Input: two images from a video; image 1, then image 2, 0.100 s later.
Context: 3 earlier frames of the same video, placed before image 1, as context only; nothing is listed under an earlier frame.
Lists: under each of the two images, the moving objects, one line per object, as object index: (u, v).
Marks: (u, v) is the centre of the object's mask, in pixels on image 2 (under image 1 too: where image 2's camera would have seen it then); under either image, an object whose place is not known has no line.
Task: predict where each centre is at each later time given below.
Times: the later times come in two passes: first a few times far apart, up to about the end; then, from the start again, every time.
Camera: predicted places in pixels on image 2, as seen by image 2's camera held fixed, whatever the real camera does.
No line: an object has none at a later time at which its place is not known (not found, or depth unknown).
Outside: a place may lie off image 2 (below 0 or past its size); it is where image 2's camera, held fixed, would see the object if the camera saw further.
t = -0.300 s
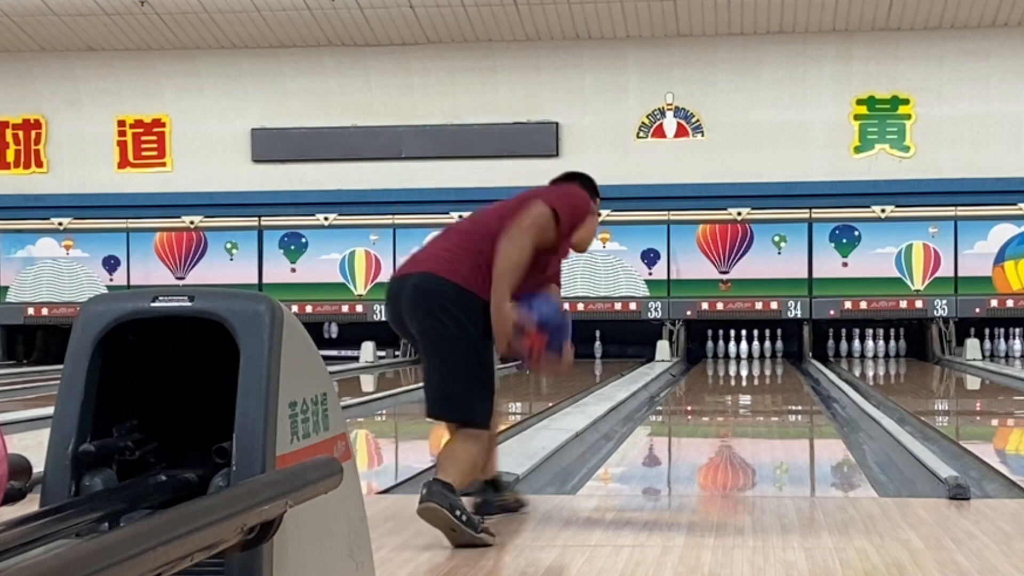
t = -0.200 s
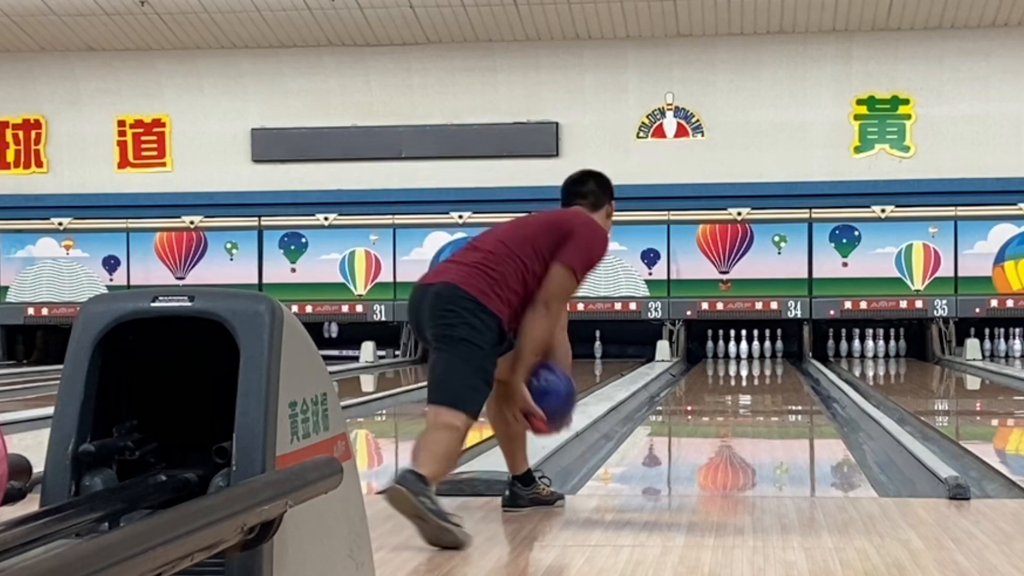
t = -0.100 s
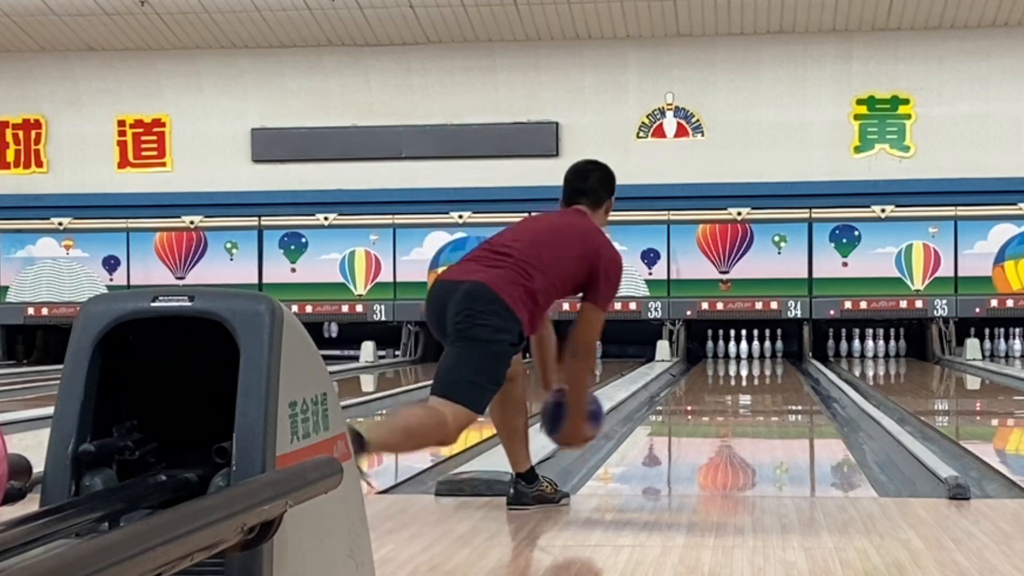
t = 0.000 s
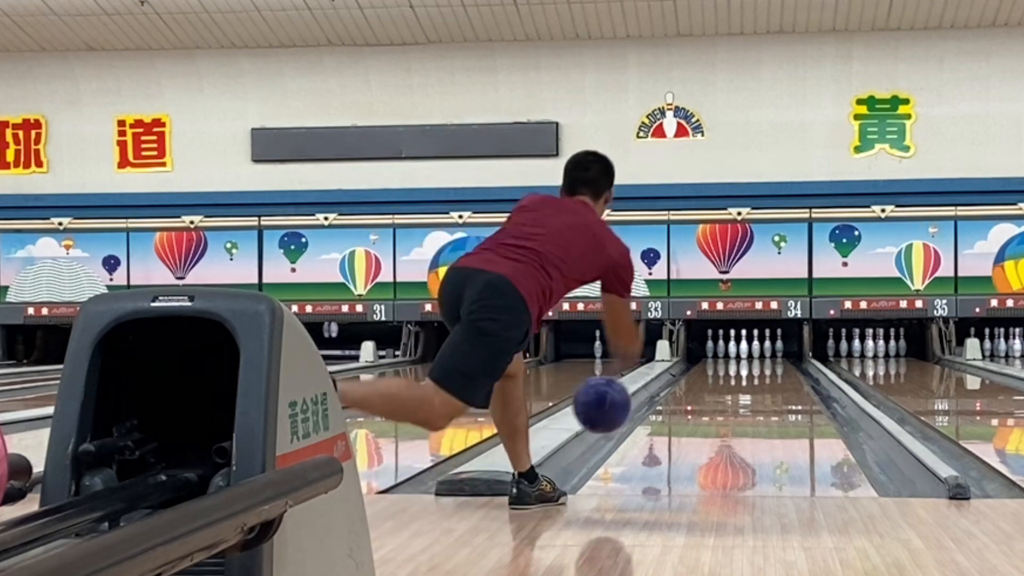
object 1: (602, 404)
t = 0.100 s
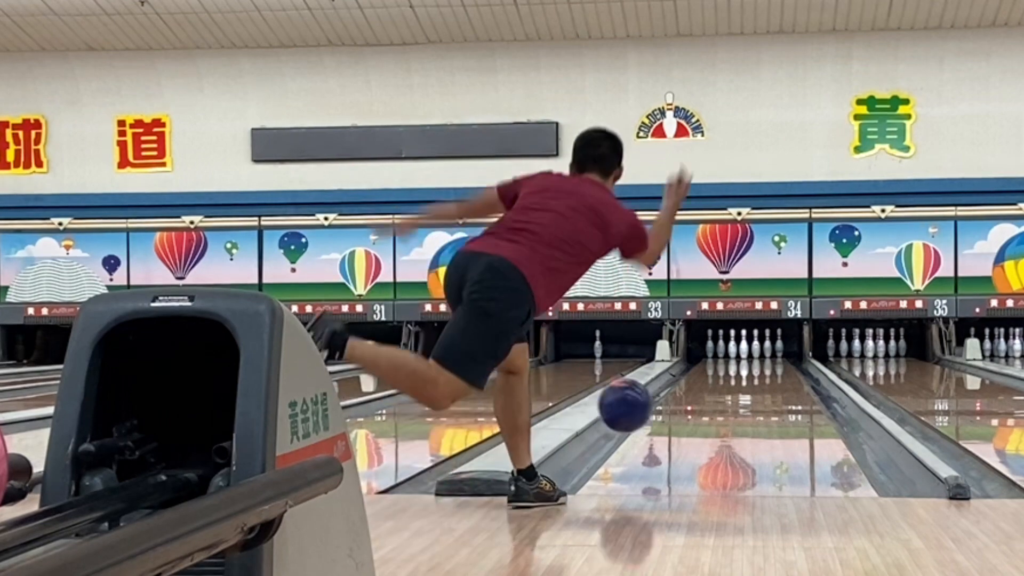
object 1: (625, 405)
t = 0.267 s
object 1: (657, 428)
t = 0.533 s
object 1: (694, 412)
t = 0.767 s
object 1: (717, 400)
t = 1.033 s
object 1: (735, 389)
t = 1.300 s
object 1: (750, 380)
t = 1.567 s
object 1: (760, 373)
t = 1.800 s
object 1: (768, 368)
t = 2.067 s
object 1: (772, 363)
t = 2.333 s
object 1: (774, 359)
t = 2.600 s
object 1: (771, 356)
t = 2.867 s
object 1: (763, 353)
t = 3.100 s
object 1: (753, 352)
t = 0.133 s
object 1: (632, 411)
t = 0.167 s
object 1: (639, 419)
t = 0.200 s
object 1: (646, 429)
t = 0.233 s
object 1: (652, 433)
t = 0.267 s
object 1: (657, 428)
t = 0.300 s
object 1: (662, 427)
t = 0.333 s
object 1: (668, 426)
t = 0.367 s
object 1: (672, 423)
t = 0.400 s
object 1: (677, 421)
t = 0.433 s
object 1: (682, 418)
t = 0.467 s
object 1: (686, 416)
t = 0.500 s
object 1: (690, 414)
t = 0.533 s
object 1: (694, 412)
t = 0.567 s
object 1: (698, 409)
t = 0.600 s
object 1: (701, 407)
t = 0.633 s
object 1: (705, 406)
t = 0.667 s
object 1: (708, 404)
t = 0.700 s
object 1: (712, 403)
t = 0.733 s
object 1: (714, 401)
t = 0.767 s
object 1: (717, 400)
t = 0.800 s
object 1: (720, 398)
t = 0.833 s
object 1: (722, 396)
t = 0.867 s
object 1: (725, 395)
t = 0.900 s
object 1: (728, 394)
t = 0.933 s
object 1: (730, 393)
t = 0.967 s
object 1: (732, 391)
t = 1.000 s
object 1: (734, 390)
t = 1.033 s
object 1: (735, 389)
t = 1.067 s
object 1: (738, 388)
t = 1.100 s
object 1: (740, 387)
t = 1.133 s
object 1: (743, 385)
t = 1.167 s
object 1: (744, 384)
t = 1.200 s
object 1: (745, 383)
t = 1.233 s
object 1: (747, 382)
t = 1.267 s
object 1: (749, 381)
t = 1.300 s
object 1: (750, 380)
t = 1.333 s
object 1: (751, 379)
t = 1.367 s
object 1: (753, 378)
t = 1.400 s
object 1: (754, 377)
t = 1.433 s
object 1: (756, 377)
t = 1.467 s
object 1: (758, 376)
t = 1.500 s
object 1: (759, 375)
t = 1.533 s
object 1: (759, 373)
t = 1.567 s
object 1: (760, 373)
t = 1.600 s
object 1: (762, 372)
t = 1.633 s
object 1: (763, 371)
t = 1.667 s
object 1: (764, 371)
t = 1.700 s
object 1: (765, 370)
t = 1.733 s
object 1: (765, 369)
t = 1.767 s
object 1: (766, 369)
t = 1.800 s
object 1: (768, 368)
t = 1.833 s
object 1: (768, 367)
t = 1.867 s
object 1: (769, 367)
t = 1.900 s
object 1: (769, 366)
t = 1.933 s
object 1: (770, 366)
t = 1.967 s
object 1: (771, 365)
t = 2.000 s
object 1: (772, 364)
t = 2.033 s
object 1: (772, 364)
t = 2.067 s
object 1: (772, 363)
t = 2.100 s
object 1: (773, 363)
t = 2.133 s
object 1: (773, 362)
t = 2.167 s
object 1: (774, 361)
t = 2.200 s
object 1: (774, 361)
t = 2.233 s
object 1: (774, 361)
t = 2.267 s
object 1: (774, 360)
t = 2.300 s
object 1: (774, 360)
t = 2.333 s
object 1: (774, 359)
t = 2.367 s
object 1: (774, 359)
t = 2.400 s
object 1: (774, 358)
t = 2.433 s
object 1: (774, 358)
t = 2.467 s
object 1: (773, 358)
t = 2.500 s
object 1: (773, 357)
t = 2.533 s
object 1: (773, 357)
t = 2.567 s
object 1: (772, 357)
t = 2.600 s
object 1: (771, 356)
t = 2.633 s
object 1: (770, 356)
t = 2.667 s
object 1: (770, 356)
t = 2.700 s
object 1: (768, 355)
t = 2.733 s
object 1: (767, 355)
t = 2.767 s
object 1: (767, 355)
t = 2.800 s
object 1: (766, 354)
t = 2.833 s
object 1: (764, 354)
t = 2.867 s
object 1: (763, 353)
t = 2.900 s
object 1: (761, 353)
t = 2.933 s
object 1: (759, 353)
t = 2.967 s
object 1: (758, 352)
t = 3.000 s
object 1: (757, 352)
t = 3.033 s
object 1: (756, 351)
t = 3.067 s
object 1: (755, 352)
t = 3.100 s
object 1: (753, 352)
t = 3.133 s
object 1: (751, 351)
